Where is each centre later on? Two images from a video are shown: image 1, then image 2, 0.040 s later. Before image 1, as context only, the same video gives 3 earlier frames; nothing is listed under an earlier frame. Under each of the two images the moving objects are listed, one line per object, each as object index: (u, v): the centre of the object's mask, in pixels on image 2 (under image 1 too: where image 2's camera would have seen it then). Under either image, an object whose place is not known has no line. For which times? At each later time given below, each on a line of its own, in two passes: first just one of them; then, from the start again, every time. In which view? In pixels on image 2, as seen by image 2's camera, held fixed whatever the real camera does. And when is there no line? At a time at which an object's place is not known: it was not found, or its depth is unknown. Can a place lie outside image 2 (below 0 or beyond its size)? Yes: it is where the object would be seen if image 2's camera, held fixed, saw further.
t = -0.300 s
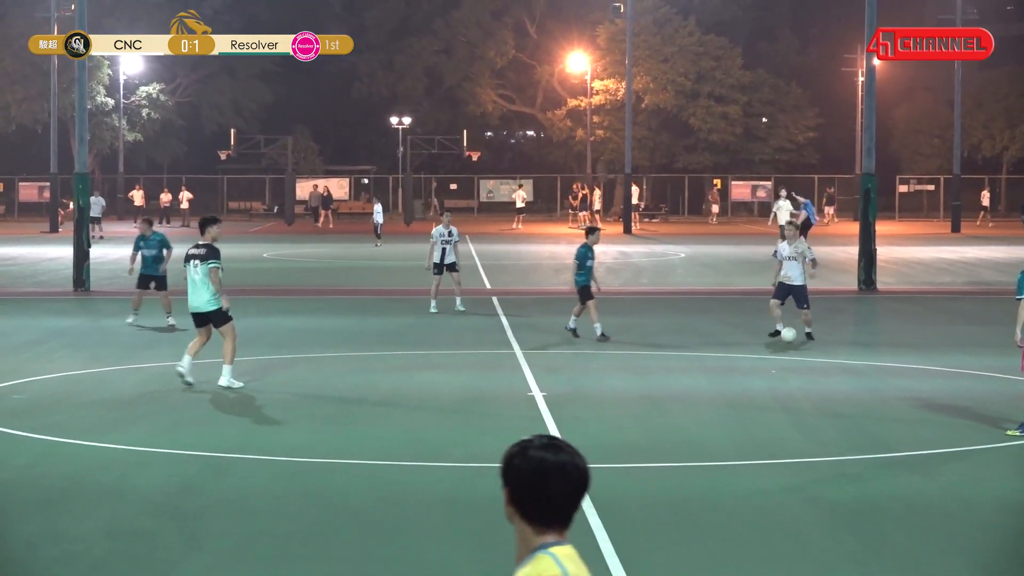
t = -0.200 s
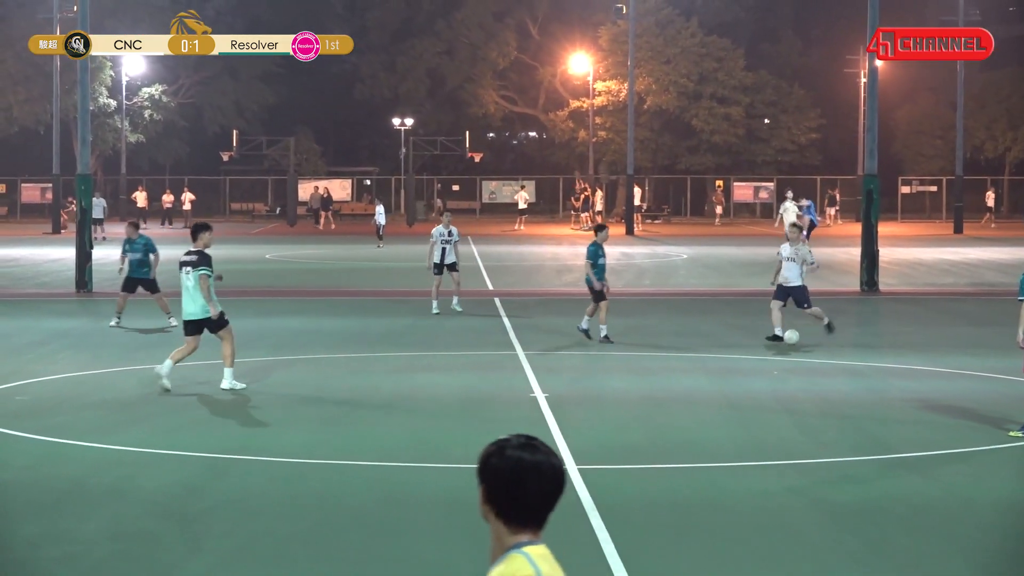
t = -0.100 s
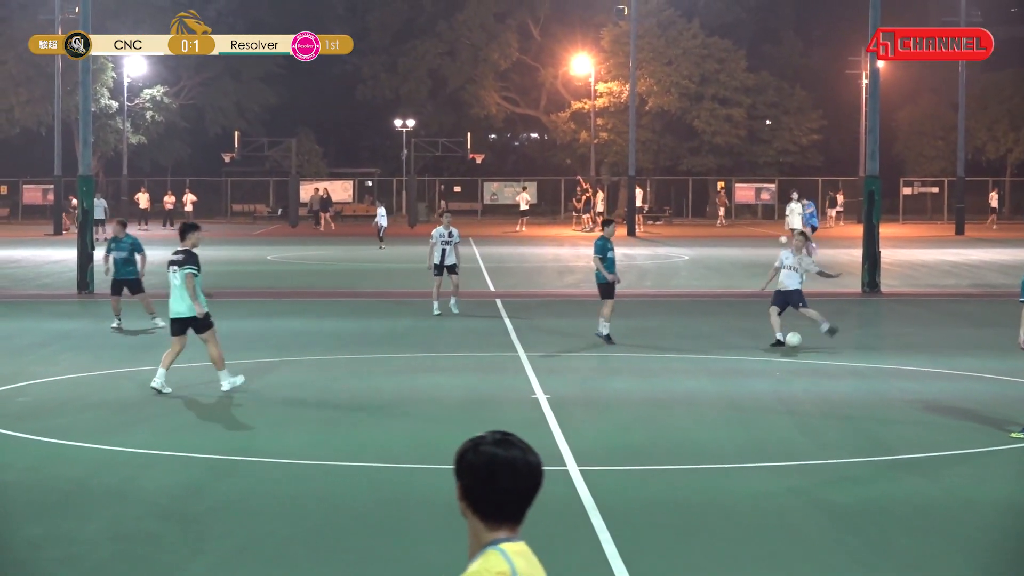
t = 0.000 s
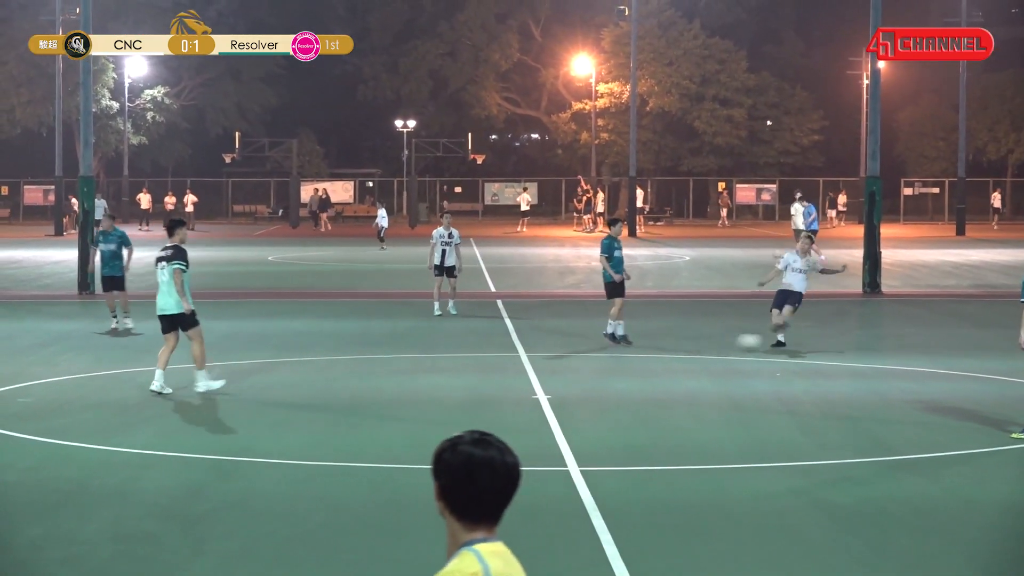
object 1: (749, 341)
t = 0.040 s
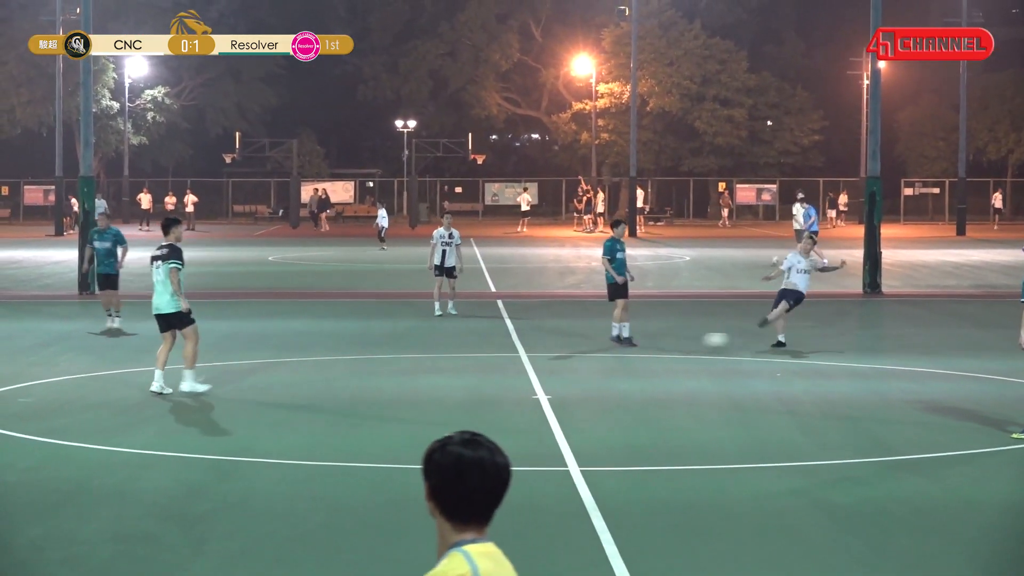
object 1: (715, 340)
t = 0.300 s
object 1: (508, 347)
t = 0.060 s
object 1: (698, 340)
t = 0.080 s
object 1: (681, 340)
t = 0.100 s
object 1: (663, 341)
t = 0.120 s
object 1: (647, 341)
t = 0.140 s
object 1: (629, 343)
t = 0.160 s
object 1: (612, 345)
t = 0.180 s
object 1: (595, 347)
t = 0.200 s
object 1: (580, 346)
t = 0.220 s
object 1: (566, 345)
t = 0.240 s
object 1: (552, 345)
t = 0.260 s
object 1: (537, 345)
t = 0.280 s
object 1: (523, 345)
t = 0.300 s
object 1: (508, 347)
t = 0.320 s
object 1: (495, 348)
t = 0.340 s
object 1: (481, 350)
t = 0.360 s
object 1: (467, 350)
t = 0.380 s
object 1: (454, 349)
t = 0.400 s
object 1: (441, 348)
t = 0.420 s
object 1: (428, 348)
